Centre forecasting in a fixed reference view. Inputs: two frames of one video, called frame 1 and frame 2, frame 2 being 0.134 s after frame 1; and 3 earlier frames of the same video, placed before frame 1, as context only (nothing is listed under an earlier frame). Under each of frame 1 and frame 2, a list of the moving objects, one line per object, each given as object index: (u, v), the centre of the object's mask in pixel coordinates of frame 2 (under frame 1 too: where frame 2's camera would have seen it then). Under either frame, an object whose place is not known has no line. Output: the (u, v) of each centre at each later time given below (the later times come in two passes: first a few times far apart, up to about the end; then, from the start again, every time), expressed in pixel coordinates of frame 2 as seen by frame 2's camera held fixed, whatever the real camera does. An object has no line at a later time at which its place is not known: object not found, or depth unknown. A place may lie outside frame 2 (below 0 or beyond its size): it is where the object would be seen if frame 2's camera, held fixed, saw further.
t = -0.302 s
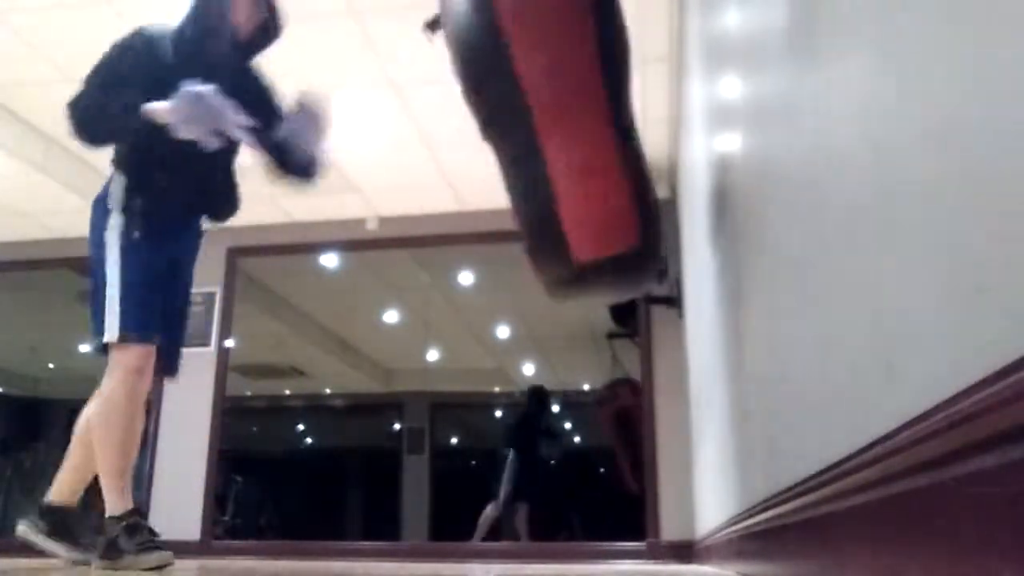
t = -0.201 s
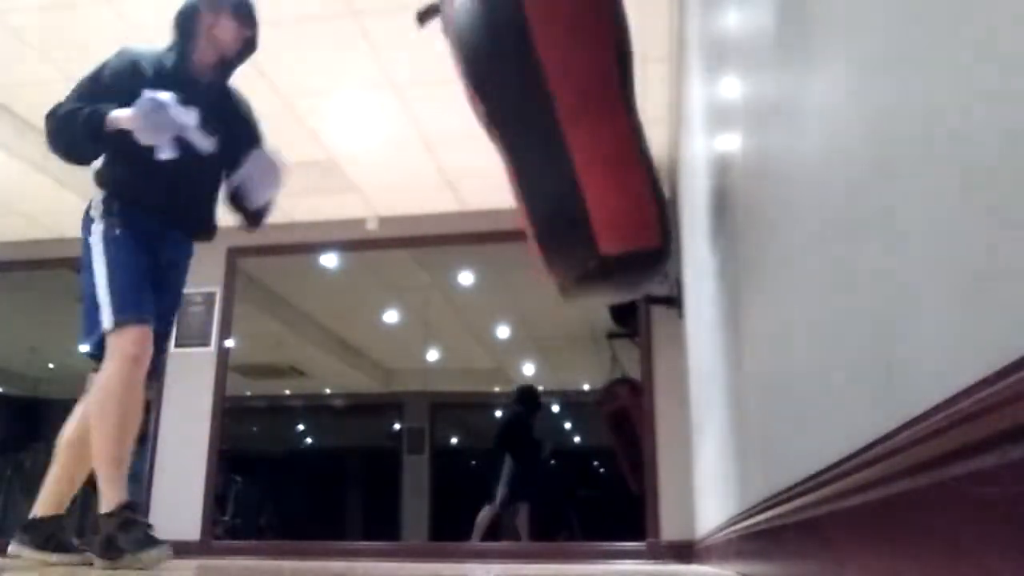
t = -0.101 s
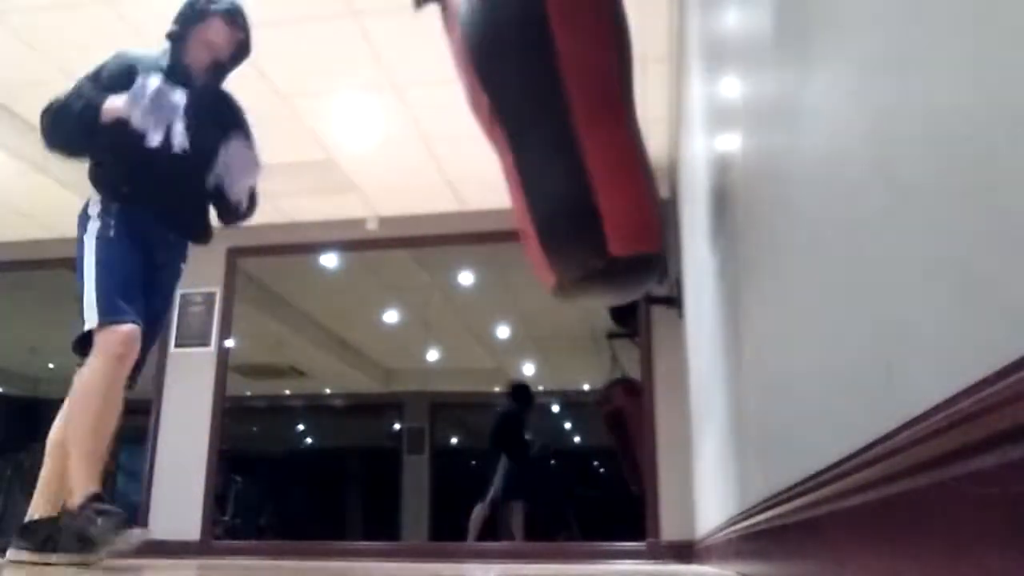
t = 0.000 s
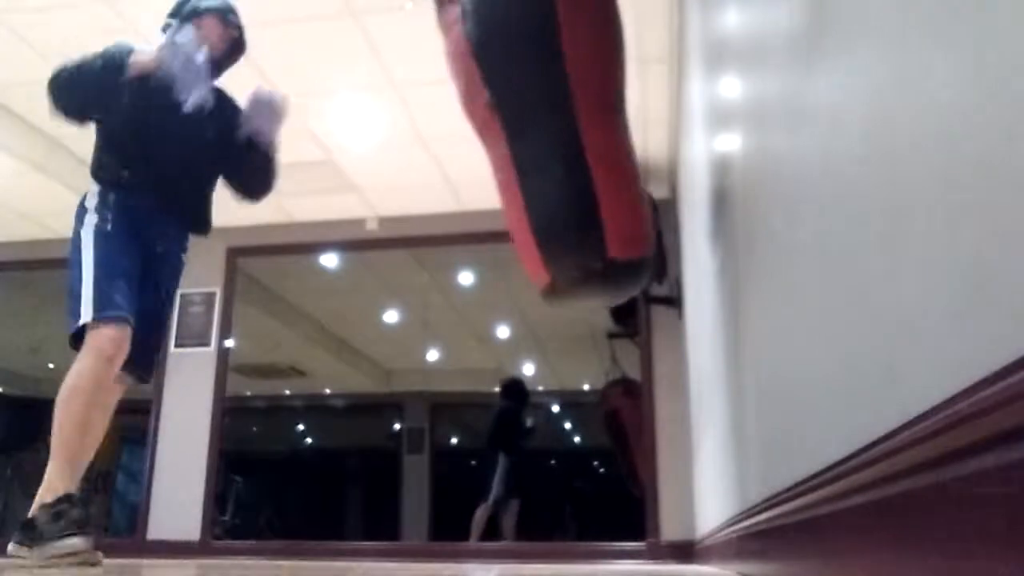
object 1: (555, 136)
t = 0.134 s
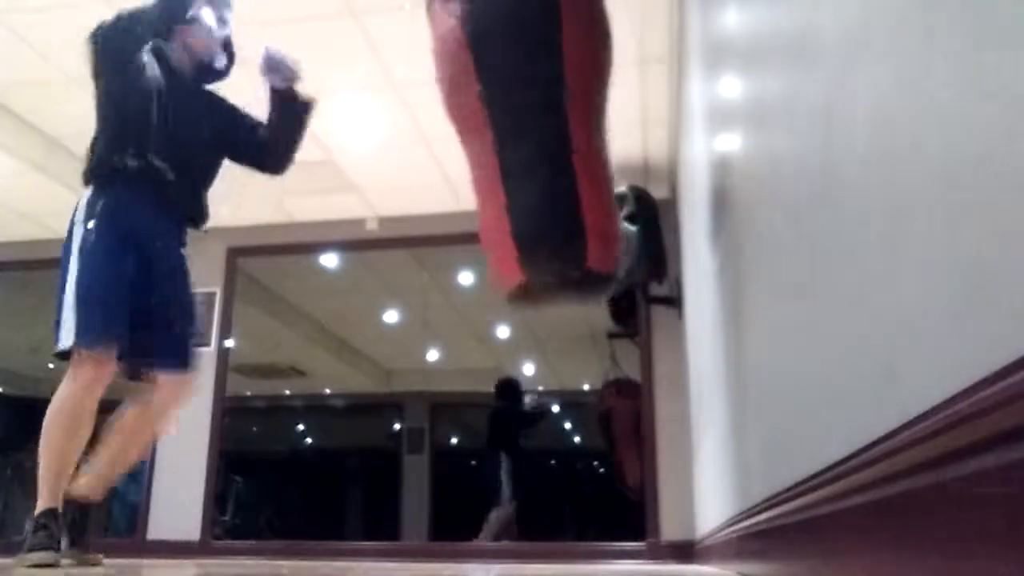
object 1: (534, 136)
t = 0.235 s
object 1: (513, 139)
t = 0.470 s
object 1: (463, 141)
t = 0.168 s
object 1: (527, 137)
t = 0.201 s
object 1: (521, 138)
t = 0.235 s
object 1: (513, 139)
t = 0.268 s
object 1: (506, 140)
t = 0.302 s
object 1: (498, 141)
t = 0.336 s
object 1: (491, 141)
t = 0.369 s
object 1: (484, 141)
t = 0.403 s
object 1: (476, 142)
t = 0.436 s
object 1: (470, 142)
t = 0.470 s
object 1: (463, 141)
